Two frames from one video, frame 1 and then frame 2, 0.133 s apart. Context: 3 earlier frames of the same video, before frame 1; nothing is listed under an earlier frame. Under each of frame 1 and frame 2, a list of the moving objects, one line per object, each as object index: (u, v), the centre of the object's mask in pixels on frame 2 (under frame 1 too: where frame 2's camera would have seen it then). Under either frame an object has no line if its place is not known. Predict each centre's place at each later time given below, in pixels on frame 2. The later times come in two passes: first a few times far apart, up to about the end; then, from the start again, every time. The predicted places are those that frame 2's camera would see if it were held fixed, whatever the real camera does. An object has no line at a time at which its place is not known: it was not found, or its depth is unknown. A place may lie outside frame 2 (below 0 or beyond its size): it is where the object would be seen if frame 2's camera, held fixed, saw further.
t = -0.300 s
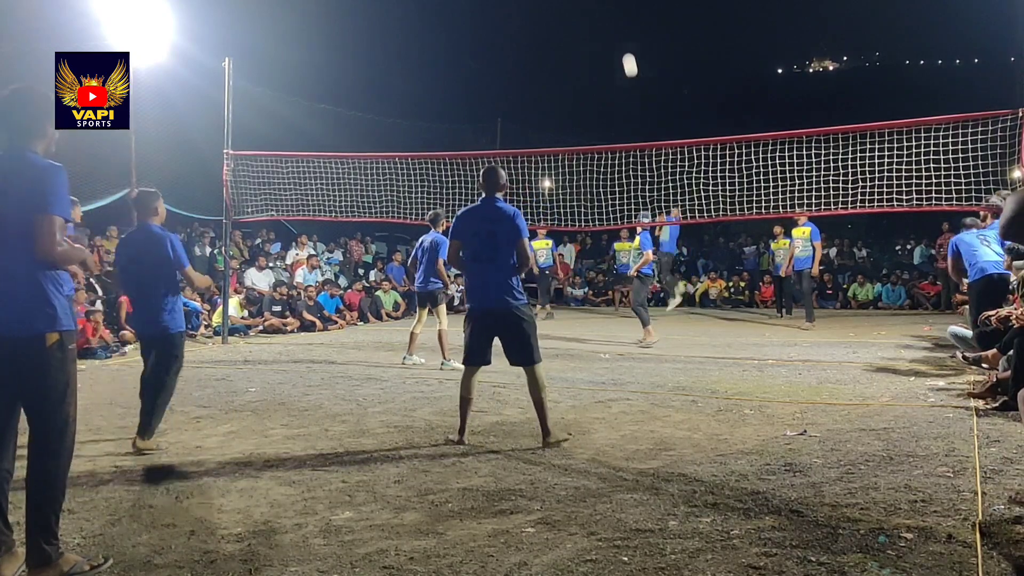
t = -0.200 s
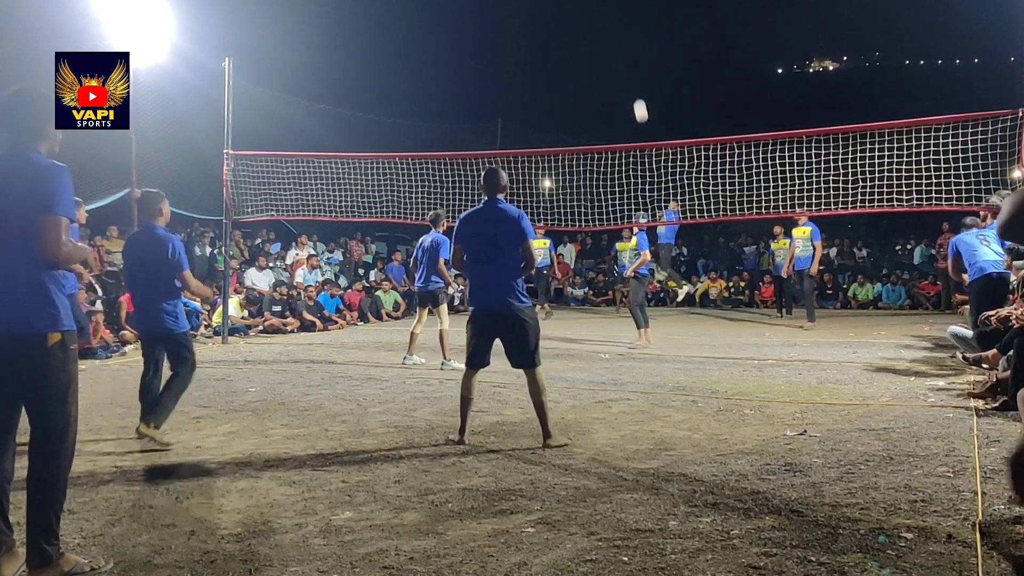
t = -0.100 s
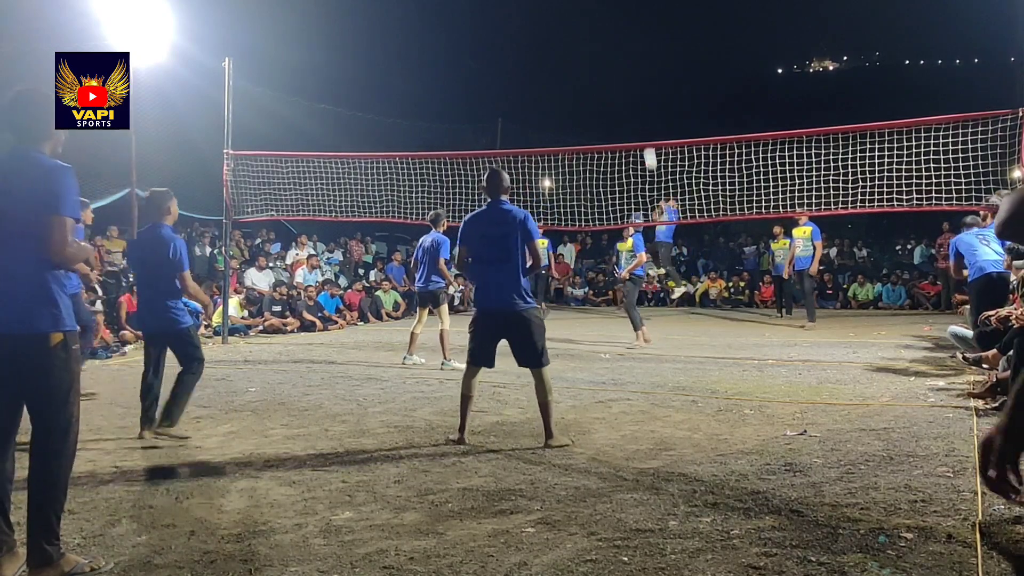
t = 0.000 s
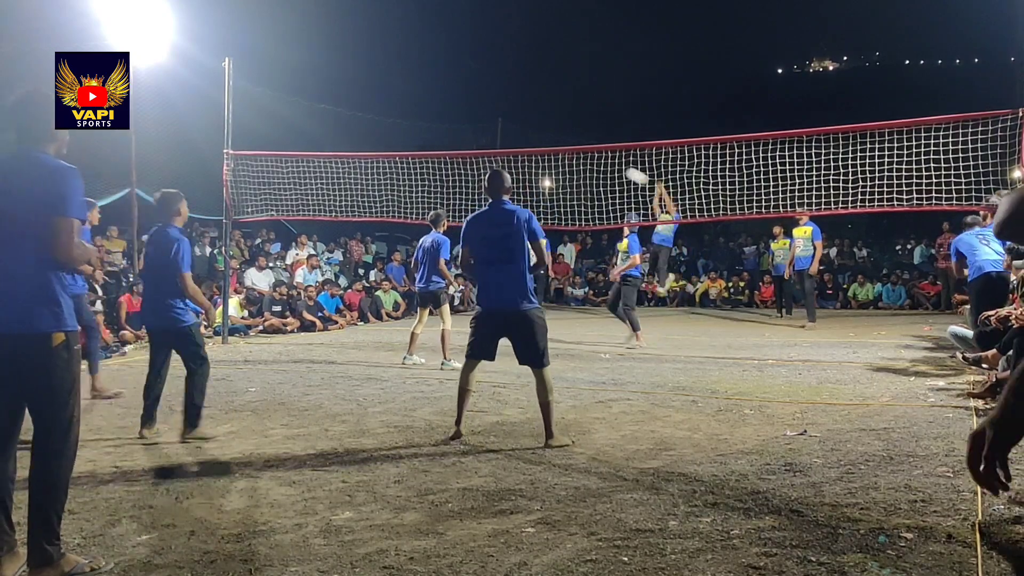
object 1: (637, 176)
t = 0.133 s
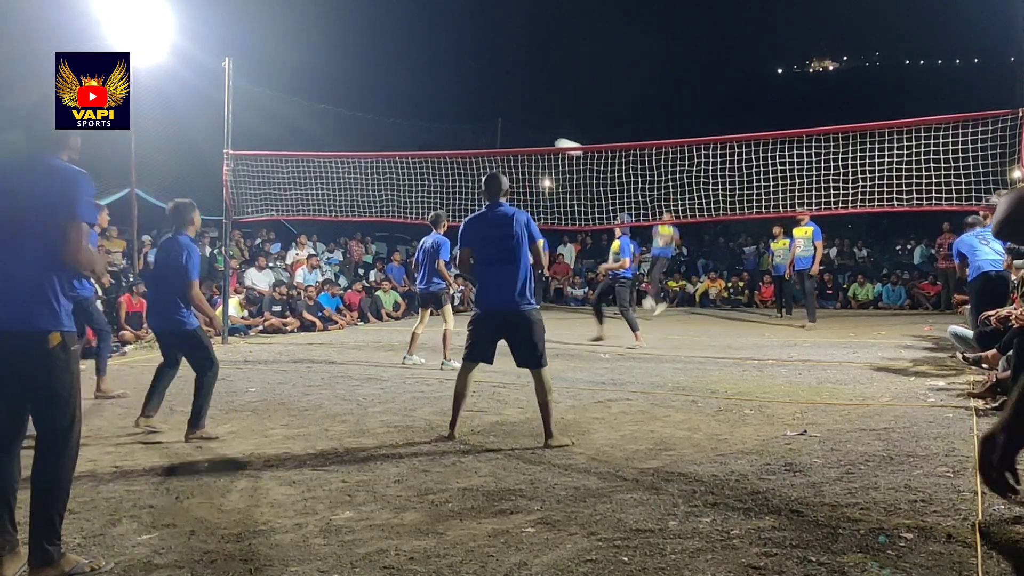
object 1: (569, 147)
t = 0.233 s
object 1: (507, 131)
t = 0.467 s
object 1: (311, 126)
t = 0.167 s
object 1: (548, 141)
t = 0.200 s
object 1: (528, 136)
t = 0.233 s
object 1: (507, 131)
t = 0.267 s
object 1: (484, 128)
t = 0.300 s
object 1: (459, 124)
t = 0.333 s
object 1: (433, 123)
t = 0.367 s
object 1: (405, 121)
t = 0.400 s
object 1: (375, 121)
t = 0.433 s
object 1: (345, 122)
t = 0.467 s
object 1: (311, 126)
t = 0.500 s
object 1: (275, 129)
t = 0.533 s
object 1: (238, 134)
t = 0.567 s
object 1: (196, 142)
